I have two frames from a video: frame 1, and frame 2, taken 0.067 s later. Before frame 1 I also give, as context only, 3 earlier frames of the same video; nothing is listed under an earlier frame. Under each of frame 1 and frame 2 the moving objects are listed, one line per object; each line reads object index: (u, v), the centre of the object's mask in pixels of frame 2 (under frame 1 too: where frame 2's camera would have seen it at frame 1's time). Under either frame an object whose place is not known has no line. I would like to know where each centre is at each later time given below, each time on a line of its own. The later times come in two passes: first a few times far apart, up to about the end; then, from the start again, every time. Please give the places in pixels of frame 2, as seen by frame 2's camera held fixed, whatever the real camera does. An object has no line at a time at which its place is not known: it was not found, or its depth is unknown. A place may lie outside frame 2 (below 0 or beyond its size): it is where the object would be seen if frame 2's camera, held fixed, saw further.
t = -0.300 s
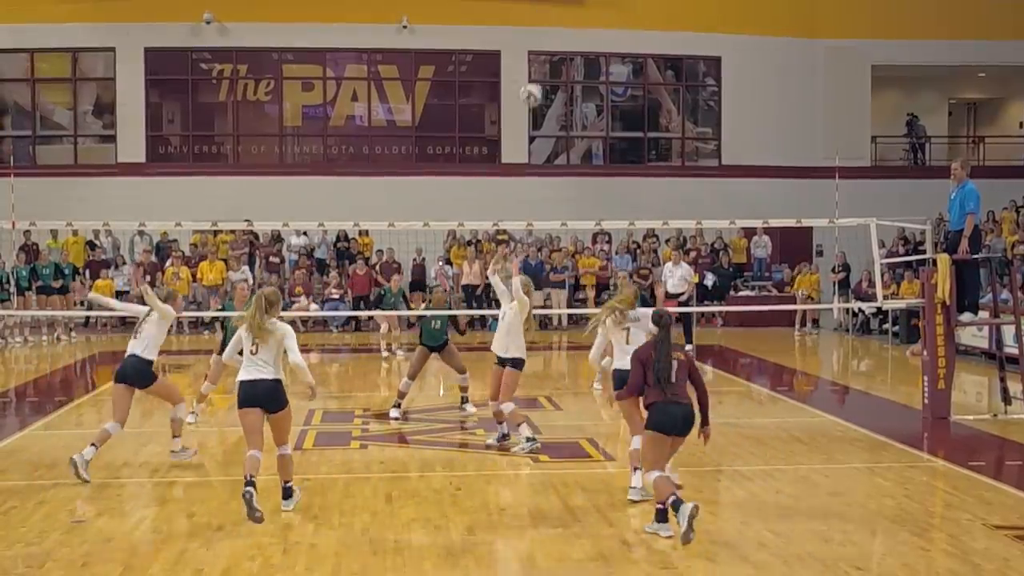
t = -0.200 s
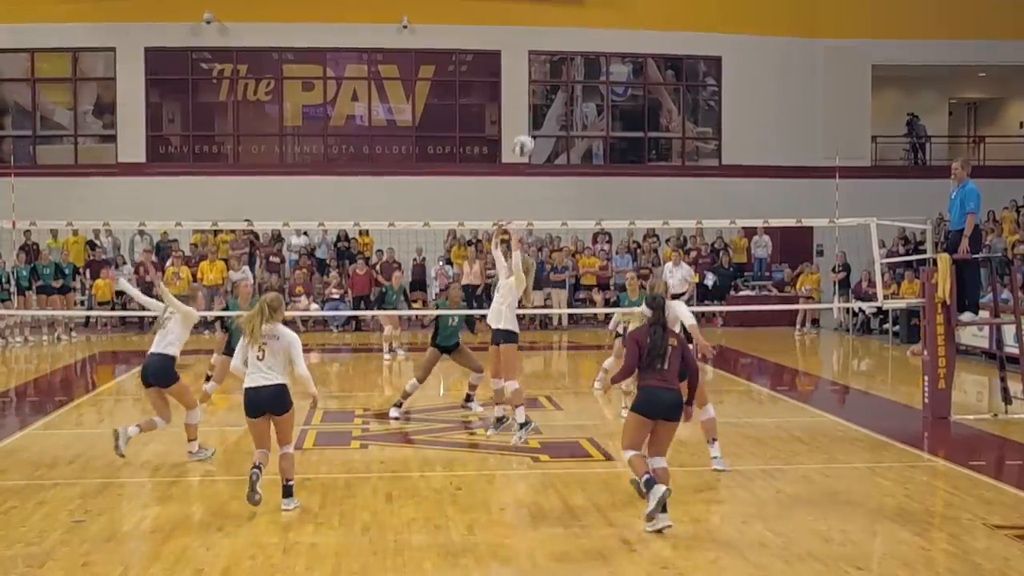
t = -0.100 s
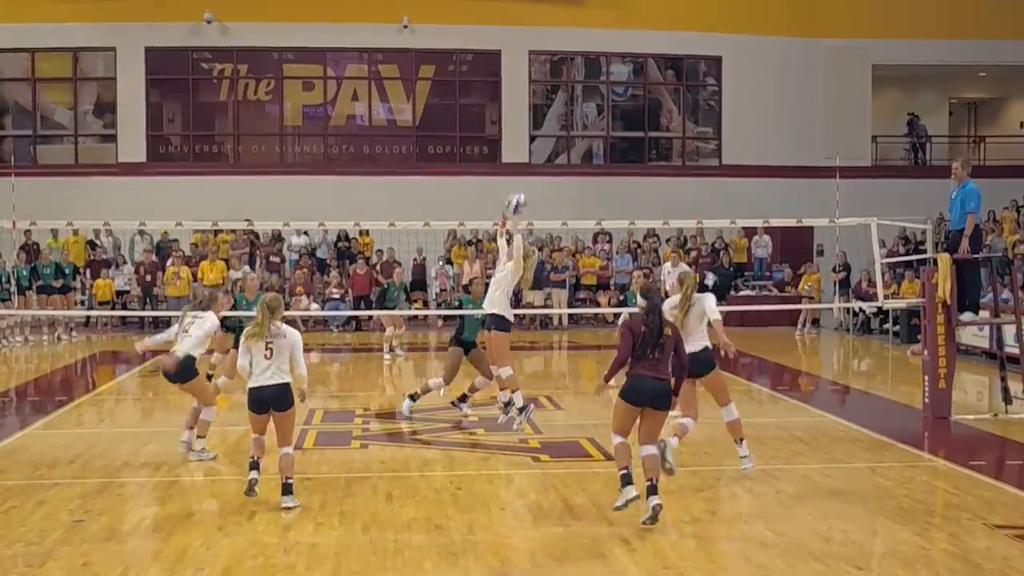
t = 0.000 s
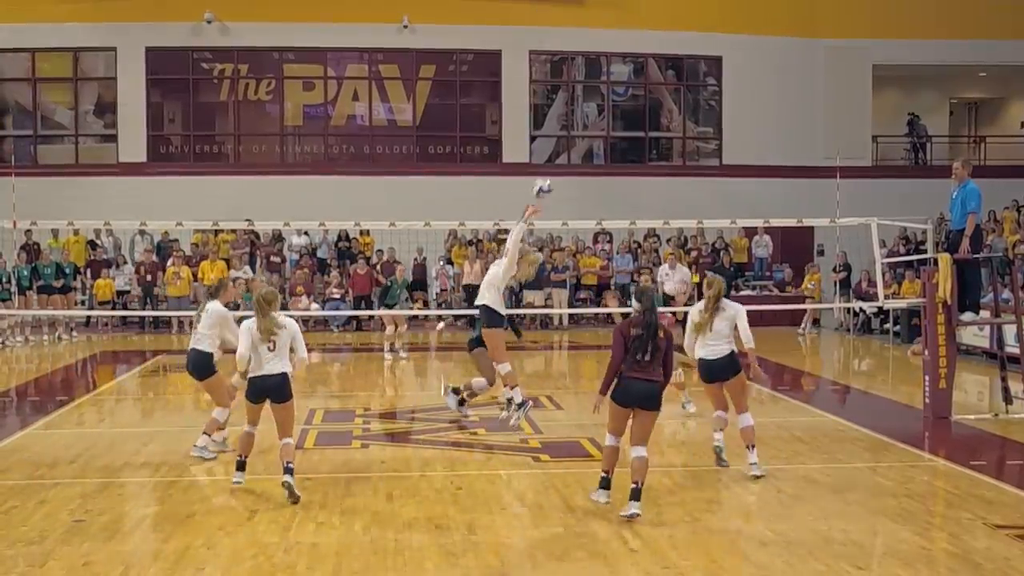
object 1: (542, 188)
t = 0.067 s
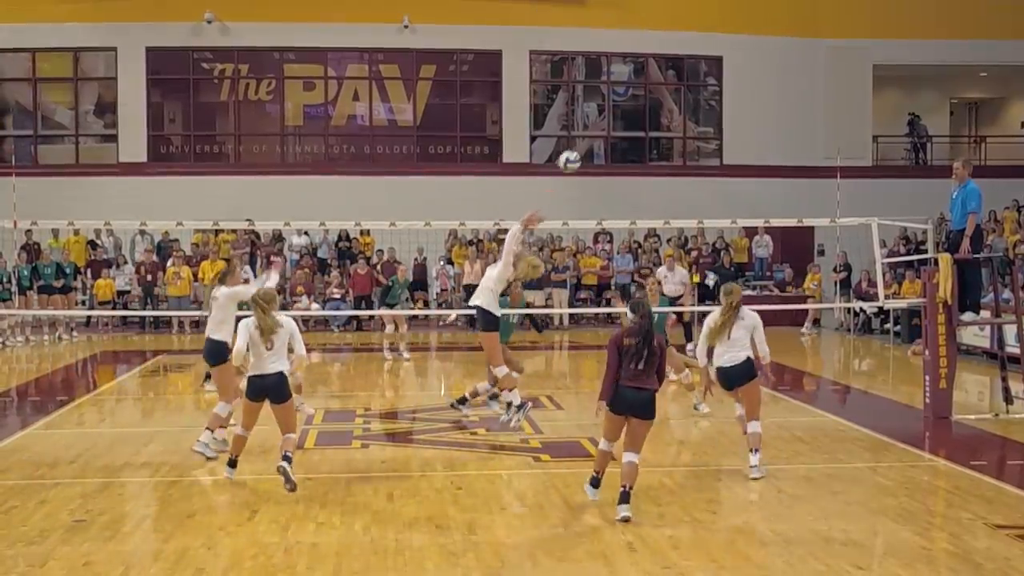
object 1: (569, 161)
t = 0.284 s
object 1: (652, 106)
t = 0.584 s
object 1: (757, 107)
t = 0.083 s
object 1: (576, 155)
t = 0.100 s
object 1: (582, 150)
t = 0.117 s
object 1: (589, 144)
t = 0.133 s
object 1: (595, 139)
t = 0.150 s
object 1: (602, 134)
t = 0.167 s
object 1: (608, 129)
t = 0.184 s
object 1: (615, 125)
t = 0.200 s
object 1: (621, 121)
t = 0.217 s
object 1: (627, 117)
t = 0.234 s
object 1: (633, 114)
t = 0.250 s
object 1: (640, 111)
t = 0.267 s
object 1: (646, 108)
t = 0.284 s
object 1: (652, 106)
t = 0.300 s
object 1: (657, 103)
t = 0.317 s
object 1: (664, 101)
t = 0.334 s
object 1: (670, 100)
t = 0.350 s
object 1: (676, 98)
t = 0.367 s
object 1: (683, 97)
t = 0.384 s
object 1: (688, 97)
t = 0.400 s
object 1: (694, 96)
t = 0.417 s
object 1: (700, 96)
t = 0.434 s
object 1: (707, 95)
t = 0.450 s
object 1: (712, 96)
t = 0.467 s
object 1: (717, 96)
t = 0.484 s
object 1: (723, 97)
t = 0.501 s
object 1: (729, 98)
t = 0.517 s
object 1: (734, 99)
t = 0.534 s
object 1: (740, 100)
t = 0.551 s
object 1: (746, 102)
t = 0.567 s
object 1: (752, 104)
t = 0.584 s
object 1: (757, 107)
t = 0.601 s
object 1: (763, 110)
